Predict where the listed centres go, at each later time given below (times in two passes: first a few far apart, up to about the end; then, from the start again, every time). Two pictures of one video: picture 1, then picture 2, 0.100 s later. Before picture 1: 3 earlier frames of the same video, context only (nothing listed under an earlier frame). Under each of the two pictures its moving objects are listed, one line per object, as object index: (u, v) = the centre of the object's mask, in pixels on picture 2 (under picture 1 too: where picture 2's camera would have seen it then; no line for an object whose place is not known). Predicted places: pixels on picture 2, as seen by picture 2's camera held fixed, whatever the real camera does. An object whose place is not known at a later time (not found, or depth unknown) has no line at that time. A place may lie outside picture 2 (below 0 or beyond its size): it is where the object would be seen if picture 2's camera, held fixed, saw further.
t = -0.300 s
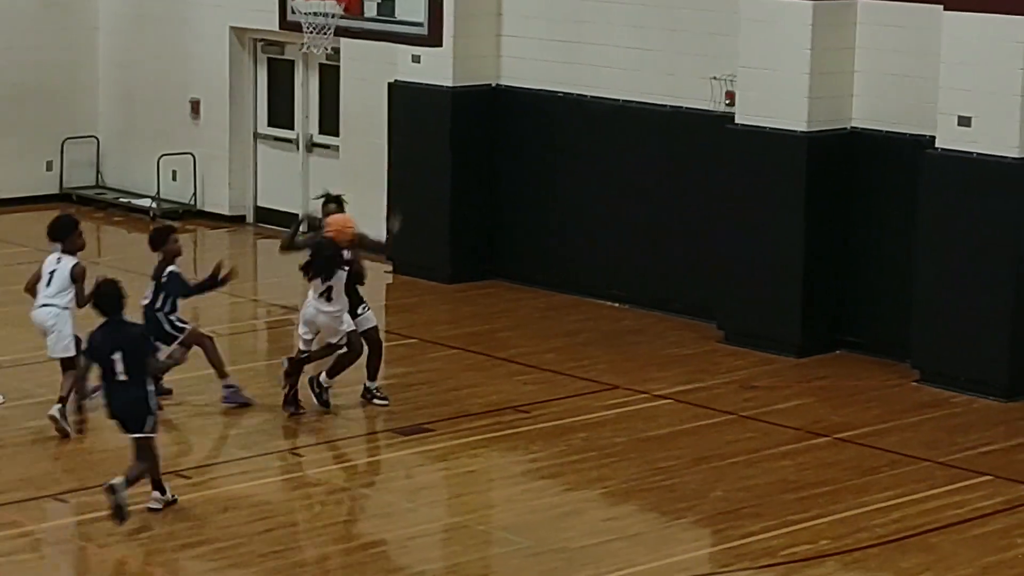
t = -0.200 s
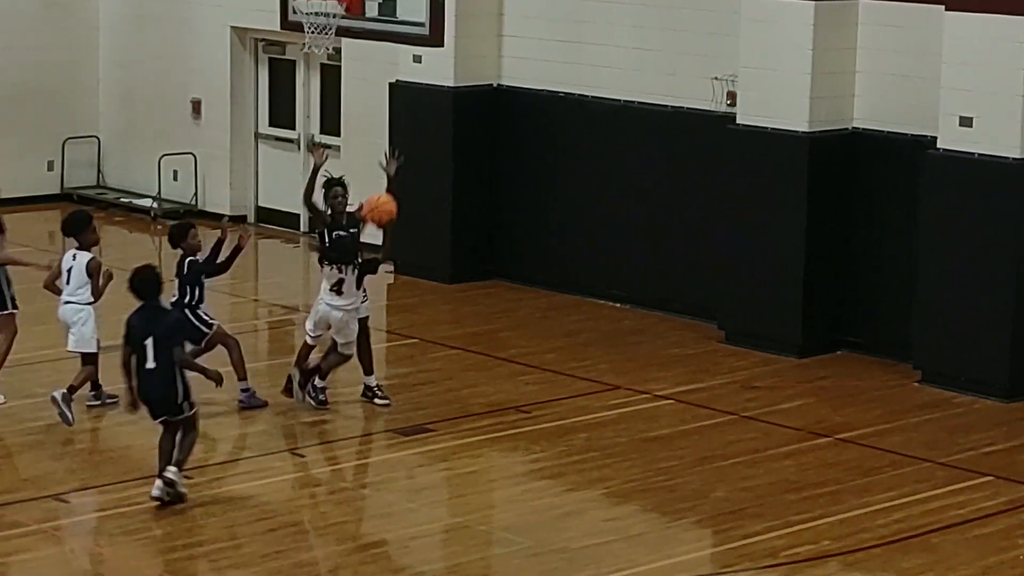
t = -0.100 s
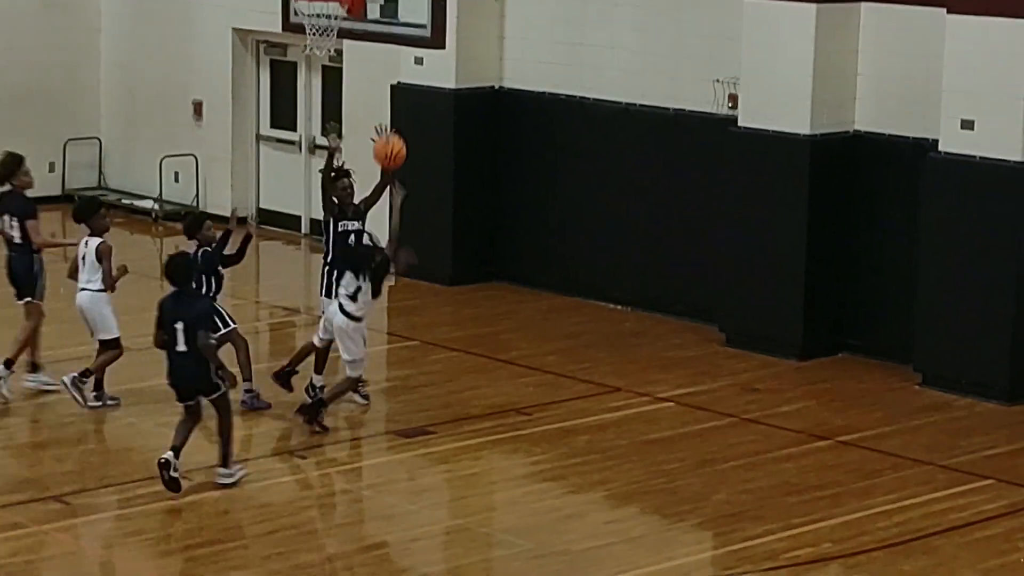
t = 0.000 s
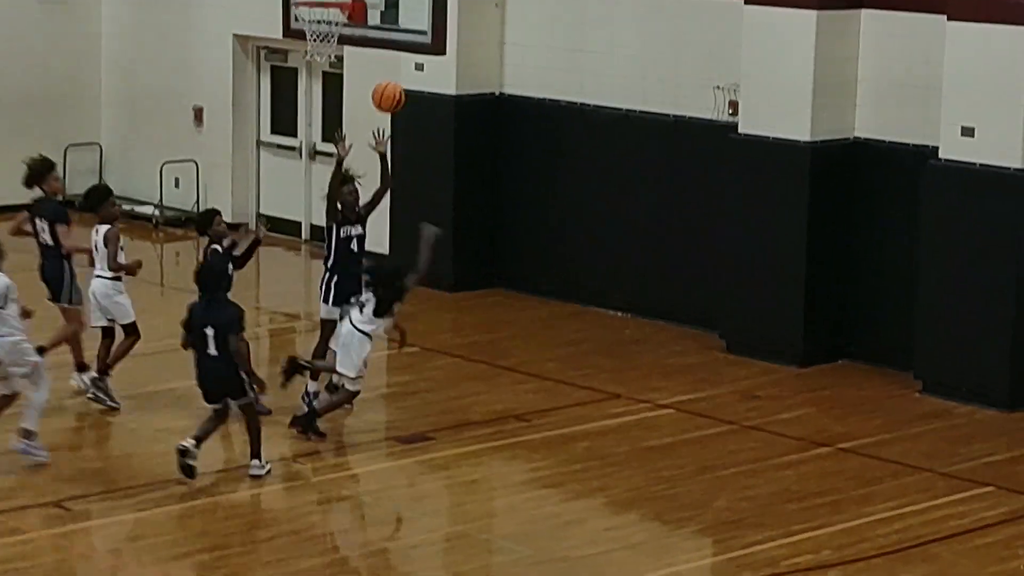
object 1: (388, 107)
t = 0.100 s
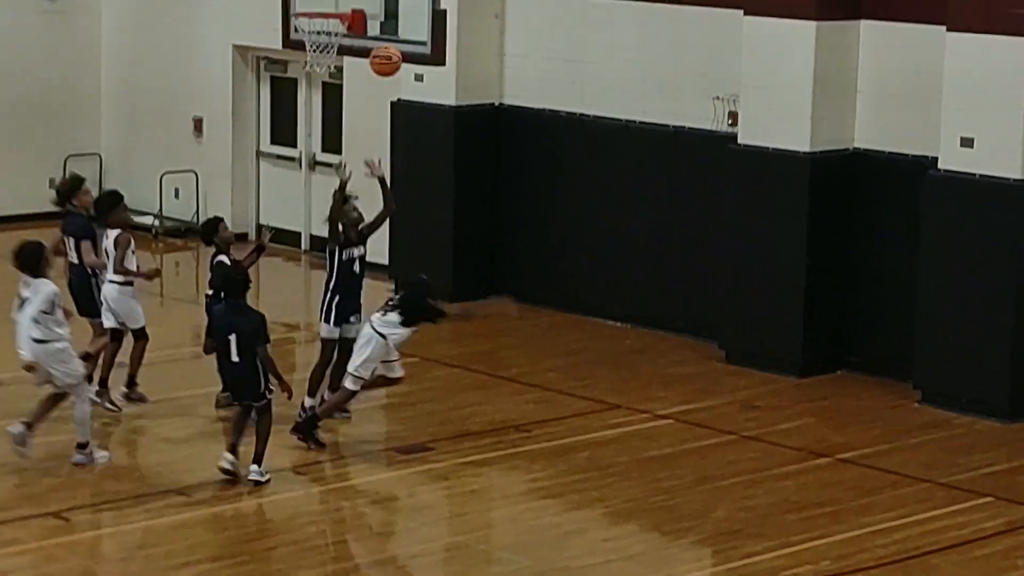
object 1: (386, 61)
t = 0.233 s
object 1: (383, 21)
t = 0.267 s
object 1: (383, 14)
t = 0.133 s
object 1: (385, 48)
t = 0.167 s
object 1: (384, 37)
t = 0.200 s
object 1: (383, 28)
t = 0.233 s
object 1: (383, 21)
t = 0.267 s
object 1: (383, 14)
